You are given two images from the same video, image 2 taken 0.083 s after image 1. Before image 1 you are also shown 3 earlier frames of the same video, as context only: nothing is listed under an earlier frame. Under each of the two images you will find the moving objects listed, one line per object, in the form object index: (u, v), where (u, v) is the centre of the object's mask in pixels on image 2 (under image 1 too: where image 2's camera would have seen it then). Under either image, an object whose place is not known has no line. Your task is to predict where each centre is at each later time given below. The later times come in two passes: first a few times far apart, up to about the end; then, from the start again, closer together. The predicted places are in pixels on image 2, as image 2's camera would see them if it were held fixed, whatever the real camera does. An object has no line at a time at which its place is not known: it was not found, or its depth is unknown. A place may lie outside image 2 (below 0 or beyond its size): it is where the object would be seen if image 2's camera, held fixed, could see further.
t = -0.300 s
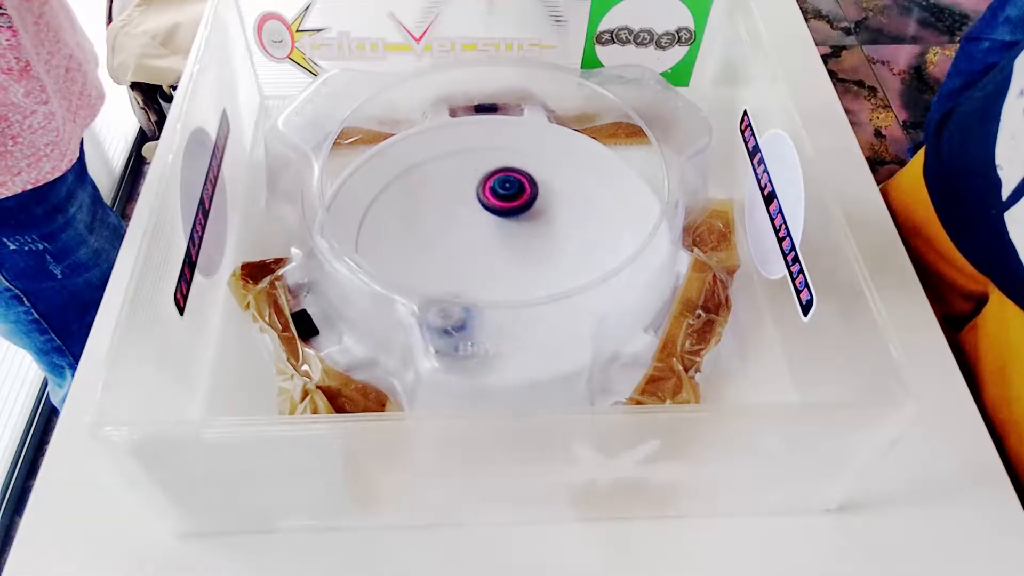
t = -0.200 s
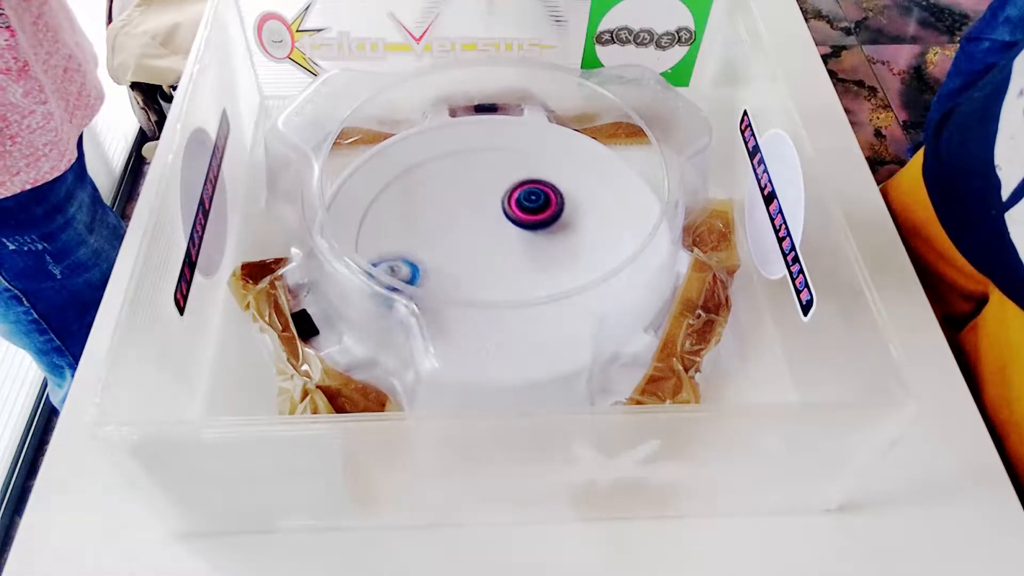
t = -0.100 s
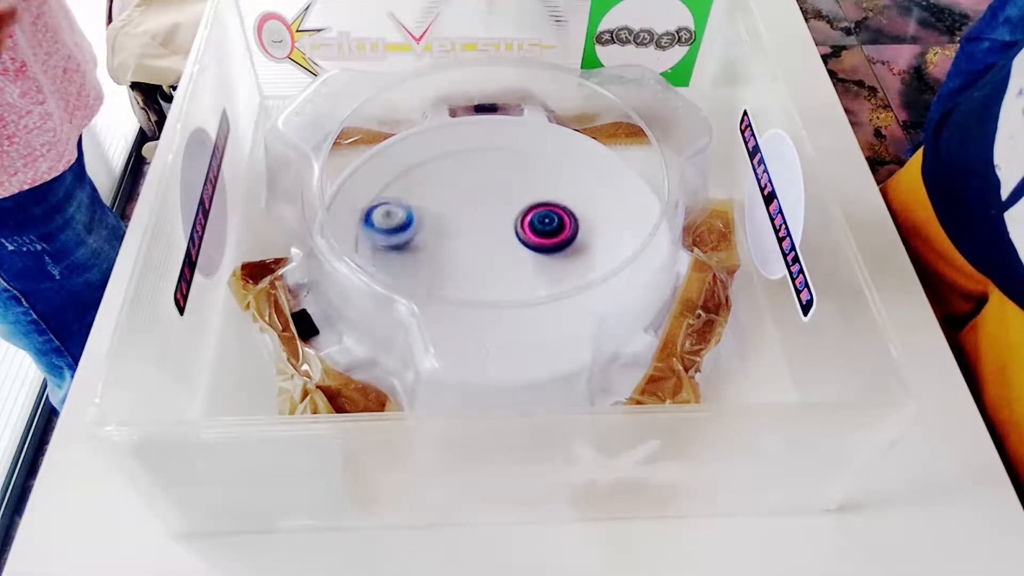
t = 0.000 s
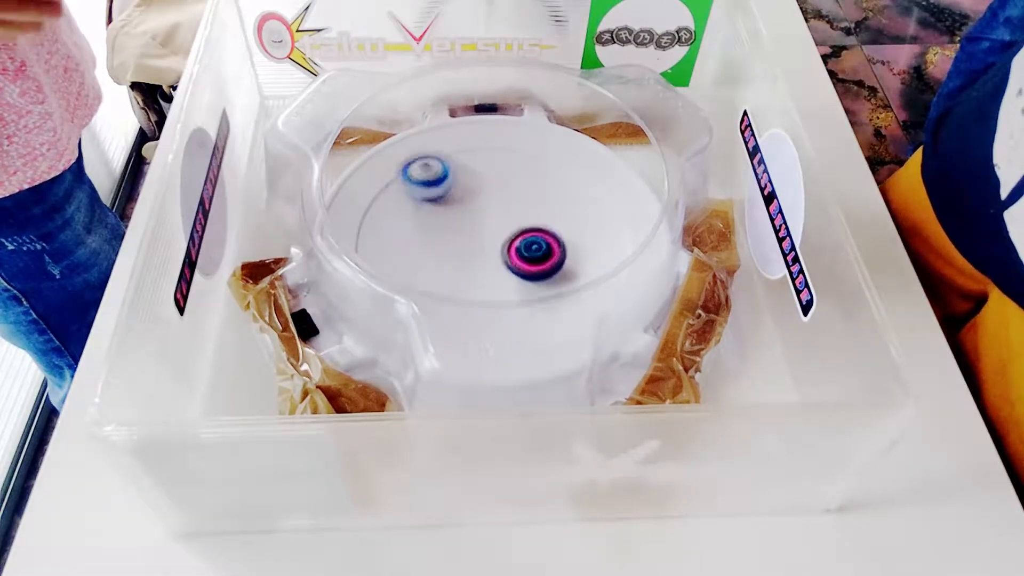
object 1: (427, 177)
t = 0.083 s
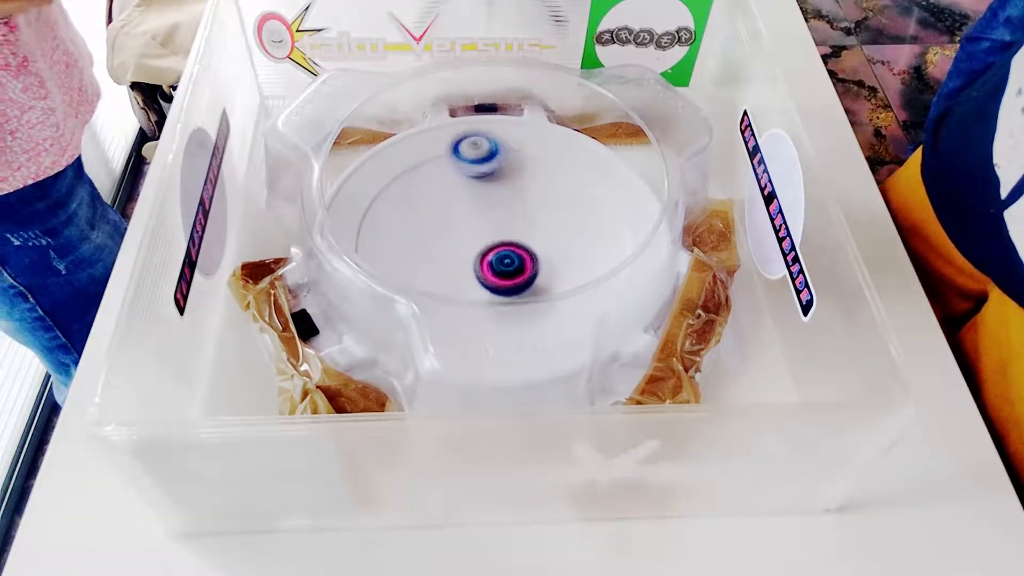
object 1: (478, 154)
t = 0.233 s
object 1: (578, 155)
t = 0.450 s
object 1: (621, 263)
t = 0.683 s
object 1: (473, 315)
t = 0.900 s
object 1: (390, 219)
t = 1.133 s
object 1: (485, 140)
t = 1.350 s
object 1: (600, 185)
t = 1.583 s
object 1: (545, 291)
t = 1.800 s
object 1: (401, 263)
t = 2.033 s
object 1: (403, 170)
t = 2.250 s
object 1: (527, 157)
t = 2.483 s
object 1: (561, 261)
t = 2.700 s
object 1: (438, 298)
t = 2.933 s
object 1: (367, 215)
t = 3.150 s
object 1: (462, 163)
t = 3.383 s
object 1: (562, 233)
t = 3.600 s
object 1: (511, 315)
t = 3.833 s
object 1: (385, 276)
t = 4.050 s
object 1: (403, 198)
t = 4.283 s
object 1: (531, 193)
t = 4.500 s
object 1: (589, 264)
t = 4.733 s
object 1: (496, 327)
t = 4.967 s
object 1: (406, 252)
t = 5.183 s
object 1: (431, 166)
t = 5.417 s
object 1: (528, 141)
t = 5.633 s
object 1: (593, 213)
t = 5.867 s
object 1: (506, 284)
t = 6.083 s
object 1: (396, 253)
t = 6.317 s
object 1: (399, 167)
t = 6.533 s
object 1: (503, 164)
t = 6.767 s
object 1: (548, 252)
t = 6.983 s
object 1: (469, 306)
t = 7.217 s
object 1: (375, 252)
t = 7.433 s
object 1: (424, 194)
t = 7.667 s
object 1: (515, 181)
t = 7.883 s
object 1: (568, 240)
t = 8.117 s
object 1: (593, 282)
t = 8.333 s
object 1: (544, 306)
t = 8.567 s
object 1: (501, 283)
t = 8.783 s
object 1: (593, 284)
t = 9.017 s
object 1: (509, 239)
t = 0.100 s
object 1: (488, 152)
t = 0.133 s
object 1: (511, 149)
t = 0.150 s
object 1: (523, 149)
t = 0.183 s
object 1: (544, 149)
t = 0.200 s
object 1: (556, 150)
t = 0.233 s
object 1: (578, 155)
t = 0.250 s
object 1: (583, 163)
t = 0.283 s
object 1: (594, 178)
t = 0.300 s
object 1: (601, 187)
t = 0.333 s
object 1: (610, 203)
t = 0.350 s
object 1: (616, 212)
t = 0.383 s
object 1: (621, 229)
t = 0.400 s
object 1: (623, 237)
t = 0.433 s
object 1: (624, 254)
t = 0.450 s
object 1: (621, 263)
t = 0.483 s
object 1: (611, 277)
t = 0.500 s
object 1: (604, 284)
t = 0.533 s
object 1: (587, 299)
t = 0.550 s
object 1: (579, 309)
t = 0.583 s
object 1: (555, 318)
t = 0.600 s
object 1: (541, 319)
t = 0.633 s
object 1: (513, 321)
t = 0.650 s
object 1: (499, 319)
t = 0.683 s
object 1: (473, 315)
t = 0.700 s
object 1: (460, 312)
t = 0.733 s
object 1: (440, 304)
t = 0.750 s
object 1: (429, 295)
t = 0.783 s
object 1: (413, 273)
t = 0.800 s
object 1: (407, 266)
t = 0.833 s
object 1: (396, 255)
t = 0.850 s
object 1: (392, 247)
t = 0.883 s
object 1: (389, 229)
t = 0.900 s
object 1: (390, 219)
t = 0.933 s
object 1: (394, 201)
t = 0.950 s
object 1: (397, 193)
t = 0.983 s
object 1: (407, 177)
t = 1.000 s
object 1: (413, 171)
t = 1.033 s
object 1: (427, 157)
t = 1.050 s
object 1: (435, 151)
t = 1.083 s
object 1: (453, 141)
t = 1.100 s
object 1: (463, 139)
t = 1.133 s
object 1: (485, 140)
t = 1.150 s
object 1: (496, 140)
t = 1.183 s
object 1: (516, 142)
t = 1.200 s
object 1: (527, 143)
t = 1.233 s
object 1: (547, 146)
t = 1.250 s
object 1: (557, 148)
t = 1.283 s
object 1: (575, 158)
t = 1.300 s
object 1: (583, 163)
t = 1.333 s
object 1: (595, 177)
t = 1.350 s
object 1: (600, 185)
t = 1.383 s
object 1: (607, 202)
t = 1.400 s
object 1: (609, 211)
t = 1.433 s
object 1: (609, 228)
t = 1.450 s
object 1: (607, 237)
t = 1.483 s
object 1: (600, 256)
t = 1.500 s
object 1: (593, 262)
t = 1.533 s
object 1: (577, 275)
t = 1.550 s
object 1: (567, 281)
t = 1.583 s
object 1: (545, 291)
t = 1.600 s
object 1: (534, 298)
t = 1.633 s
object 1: (509, 298)
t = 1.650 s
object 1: (497, 299)
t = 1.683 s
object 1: (472, 299)
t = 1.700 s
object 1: (460, 301)
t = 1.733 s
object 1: (437, 292)
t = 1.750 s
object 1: (427, 284)
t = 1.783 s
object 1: (410, 269)
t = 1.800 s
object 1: (401, 263)
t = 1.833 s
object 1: (388, 253)
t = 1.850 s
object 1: (382, 246)
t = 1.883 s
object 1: (373, 232)
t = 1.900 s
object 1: (372, 224)
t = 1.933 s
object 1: (372, 207)
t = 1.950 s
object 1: (372, 199)
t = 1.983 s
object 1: (377, 182)
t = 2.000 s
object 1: (384, 178)
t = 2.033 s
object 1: (403, 170)
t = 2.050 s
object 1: (412, 166)
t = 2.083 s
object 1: (429, 160)
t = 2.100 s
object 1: (438, 156)
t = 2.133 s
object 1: (457, 150)
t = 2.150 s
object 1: (467, 149)
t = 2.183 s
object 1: (487, 148)
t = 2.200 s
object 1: (497, 149)
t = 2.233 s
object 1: (517, 153)
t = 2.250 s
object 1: (527, 157)
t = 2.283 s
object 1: (543, 167)
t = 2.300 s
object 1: (549, 174)
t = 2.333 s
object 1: (562, 188)
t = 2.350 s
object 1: (566, 195)
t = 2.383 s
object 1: (571, 211)
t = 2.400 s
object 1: (571, 219)
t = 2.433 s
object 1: (570, 236)
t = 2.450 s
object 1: (568, 244)
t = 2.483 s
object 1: (561, 261)
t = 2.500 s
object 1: (555, 269)
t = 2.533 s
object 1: (541, 280)
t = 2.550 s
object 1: (532, 284)
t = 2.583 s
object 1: (512, 294)
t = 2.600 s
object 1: (505, 301)
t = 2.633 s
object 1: (482, 302)
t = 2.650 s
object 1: (469, 301)
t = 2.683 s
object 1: (449, 302)
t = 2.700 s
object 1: (438, 298)
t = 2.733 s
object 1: (419, 287)
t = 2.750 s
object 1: (410, 282)
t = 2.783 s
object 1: (393, 272)
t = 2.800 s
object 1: (386, 266)
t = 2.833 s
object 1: (374, 254)
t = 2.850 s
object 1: (369, 247)
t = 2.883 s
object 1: (363, 233)
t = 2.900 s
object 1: (362, 228)
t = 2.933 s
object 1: (367, 215)
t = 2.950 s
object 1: (371, 208)
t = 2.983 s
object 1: (379, 195)
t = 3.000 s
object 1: (385, 188)
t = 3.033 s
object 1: (399, 178)
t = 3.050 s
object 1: (406, 174)
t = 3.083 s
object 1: (422, 167)
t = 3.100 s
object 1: (430, 165)
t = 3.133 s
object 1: (451, 164)
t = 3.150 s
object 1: (462, 163)
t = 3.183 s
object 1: (481, 166)
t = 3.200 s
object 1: (490, 169)
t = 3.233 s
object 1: (508, 176)
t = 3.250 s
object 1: (517, 180)
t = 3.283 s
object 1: (534, 191)
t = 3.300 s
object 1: (540, 197)
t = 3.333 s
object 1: (551, 211)
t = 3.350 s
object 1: (555, 218)
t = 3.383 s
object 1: (562, 233)
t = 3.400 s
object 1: (563, 241)
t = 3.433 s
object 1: (564, 257)
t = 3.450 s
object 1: (563, 263)
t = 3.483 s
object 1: (557, 273)
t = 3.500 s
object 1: (550, 277)
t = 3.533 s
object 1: (540, 291)
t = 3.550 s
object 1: (534, 301)
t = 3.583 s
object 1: (520, 312)
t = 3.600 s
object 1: (511, 315)
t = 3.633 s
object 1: (488, 313)
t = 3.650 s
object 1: (477, 317)
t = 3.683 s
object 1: (456, 314)
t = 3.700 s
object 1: (445, 317)
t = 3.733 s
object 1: (432, 315)
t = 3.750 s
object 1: (418, 306)
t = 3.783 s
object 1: (402, 297)
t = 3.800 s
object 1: (397, 293)
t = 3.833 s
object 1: (385, 276)
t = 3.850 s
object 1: (381, 268)
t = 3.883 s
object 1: (373, 257)
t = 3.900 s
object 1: (372, 251)
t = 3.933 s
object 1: (371, 239)
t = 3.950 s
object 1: (371, 234)
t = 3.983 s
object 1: (377, 221)
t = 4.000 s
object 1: (382, 214)
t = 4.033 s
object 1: (395, 203)
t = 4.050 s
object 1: (403, 198)
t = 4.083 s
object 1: (419, 189)
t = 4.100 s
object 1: (427, 187)
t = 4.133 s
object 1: (446, 183)
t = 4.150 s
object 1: (456, 182)
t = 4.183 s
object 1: (475, 181)
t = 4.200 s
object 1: (485, 182)
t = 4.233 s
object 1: (504, 186)
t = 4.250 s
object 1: (513, 188)
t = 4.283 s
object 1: (531, 193)
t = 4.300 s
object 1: (539, 196)
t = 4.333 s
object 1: (556, 205)
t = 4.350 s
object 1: (562, 211)
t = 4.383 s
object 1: (574, 221)
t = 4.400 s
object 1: (578, 227)
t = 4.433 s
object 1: (586, 239)
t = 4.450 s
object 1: (589, 246)
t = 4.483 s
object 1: (590, 259)
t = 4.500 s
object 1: (589, 264)
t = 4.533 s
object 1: (588, 279)
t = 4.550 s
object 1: (582, 285)
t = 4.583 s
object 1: (570, 297)
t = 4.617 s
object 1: (558, 309)
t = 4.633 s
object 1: (550, 313)
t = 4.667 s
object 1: (533, 319)
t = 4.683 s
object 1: (524, 324)
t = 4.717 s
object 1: (507, 327)
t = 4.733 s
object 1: (496, 327)
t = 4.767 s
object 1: (476, 325)
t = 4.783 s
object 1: (468, 324)
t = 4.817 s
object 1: (446, 314)
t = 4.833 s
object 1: (436, 304)
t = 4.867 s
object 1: (423, 290)
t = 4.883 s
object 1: (417, 284)
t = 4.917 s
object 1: (410, 267)
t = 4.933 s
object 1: (410, 263)
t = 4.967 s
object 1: (406, 252)
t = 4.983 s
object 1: (407, 245)
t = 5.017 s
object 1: (410, 232)
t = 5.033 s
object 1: (414, 224)
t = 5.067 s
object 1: (423, 213)
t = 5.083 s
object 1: (426, 206)
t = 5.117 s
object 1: (424, 191)
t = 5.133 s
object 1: (425, 183)
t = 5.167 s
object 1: (428, 171)
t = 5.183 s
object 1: (431, 166)
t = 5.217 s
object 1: (440, 157)
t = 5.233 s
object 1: (445, 154)
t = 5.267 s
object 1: (458, 147)
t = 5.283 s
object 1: (464, 145)
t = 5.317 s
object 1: (479, 141)
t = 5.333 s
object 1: (488, 140)
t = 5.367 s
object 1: (503, 138)
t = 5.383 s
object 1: (512, 138)
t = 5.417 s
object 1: (528, 141)
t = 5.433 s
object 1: (536, 143)
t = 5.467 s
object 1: (551, 150)
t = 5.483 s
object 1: (560, 152)
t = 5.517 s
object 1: (574, 164)
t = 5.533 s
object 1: (579, 170)
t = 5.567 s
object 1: (588, 182)
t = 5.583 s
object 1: (590, 190)
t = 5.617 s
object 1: (593, 205)
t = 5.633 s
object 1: (593, 213)
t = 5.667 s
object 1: (591, 228)
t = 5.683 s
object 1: (588, 236)
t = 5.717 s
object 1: (580, 250)
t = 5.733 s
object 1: (575, 257)
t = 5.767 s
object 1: (565, 269)
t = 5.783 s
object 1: (556, 273)
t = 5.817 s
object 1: (534, 280)
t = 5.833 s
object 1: (525, 282)
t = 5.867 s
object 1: (506, 284)
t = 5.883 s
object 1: (496, 286)
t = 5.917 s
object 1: (477, 286)
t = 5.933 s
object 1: (466, 284)
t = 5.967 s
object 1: (448, 281)
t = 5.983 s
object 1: (441, 277)
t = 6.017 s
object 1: (424, 270)
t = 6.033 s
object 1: (417, 266)
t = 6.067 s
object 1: (402, 257)
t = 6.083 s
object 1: (396, 253)
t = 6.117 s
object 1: (387, 241)
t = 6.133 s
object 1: (383, 235)
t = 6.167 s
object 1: (379, 221)
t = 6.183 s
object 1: (378, 214)
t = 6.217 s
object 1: (378, 200)
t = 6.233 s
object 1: (379, 194)
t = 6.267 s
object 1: (385, 182)
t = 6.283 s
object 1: (389, 177)
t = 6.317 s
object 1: (399, 167)
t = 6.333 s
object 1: (406, 163)
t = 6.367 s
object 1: (418, 155)
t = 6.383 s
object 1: (426, 153)
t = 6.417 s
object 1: (445, 150)
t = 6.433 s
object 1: (452, 150)
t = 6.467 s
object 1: (469, 152)
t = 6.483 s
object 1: (478, 154)
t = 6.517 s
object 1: (495, 160)
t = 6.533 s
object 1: (503, 164)
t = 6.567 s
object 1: (517, 173)
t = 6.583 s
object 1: (524, 179)
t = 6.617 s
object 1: (535, 190)
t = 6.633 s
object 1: (540, 197)
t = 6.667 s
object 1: (546, 210)
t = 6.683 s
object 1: (549, 218)
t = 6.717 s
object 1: (552, 230)
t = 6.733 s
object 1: (552, 239)
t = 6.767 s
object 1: (548, 252)
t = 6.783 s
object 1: (546, 259)
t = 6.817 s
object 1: (538, 271)
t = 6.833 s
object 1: (536, 276)
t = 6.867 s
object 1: (525, 285)
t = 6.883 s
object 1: (516, 286)
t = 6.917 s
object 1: (503, 295)
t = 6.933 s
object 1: (495, 302)
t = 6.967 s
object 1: (477, 306)
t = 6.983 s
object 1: (469, 306)
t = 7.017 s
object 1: (451, 307)
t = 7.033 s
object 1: (442, 305)
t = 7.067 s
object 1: (427, 299)
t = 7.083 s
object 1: (419, 294)
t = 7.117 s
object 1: (402, 284)
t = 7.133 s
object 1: (398, 282)
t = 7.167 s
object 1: (387, 269)
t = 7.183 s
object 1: (381, 263)
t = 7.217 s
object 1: (375, 252)
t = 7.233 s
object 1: (375, 246)
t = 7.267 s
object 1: (373, 238)
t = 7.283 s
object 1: (374, 233)
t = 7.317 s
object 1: (379, 222)
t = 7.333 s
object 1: (383, 216)
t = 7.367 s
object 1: (395, 207)
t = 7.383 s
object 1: (402, 204)
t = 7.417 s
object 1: (416, 197)
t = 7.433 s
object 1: (424, 194)
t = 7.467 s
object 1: (439, 190)
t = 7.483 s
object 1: (442, 185)
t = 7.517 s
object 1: (452, 177)
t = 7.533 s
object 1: (458, 175)
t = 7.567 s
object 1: (470, 173)
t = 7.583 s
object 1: (478, 173)
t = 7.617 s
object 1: (493, 175)
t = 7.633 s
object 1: (500, 176)
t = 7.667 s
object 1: (515, 181)
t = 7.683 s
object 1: (522, 183)
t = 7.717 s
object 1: (535, 189)
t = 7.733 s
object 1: (540, 193)
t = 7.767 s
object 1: (549, 203)
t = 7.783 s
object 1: (553, 206)
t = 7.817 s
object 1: (561, 216)
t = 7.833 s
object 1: (563, 223)
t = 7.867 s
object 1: (567, 234)
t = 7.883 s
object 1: (568, 240)
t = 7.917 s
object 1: (568, 251)
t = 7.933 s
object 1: (567, 257)
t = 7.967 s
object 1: (562, 268)
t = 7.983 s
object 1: (563, 270)
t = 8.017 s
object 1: (575, 269)
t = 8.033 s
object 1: (579, 268)
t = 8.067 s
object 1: (589, 274)
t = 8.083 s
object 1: (592, 279)
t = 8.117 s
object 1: (593, 282)
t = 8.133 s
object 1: (592, 283)
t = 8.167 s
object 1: (590, 287)
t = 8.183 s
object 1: (588, 289)
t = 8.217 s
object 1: (581, 293)
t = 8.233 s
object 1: (577, 295)
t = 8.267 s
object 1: (566, 300)
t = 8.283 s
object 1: (564, 301)
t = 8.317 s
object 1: (552, 305)
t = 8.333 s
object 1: (544, 306)
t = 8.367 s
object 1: (528, 308)
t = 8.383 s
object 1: (524, 307)
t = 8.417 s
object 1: (508, 303)
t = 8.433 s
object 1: (500, 301)
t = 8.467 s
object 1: (491, 294)
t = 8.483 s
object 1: (485, 290)
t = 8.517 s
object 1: (476, 281)
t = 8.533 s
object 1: (474, 277)
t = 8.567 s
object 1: (501, 283)
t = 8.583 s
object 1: (518, 288)
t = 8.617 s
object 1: (548, 293)
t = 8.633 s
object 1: (559, 293)
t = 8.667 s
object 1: (581, 295)
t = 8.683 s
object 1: (588, 295)
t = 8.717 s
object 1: (597, 291)
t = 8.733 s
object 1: (599, 291)
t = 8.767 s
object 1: (595, 288)
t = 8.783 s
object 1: (593, 284)
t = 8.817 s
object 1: (583, 280)
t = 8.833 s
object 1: (575, 276)
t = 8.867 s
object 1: (565, 272)
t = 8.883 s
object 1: (559, 268)
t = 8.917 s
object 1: (544, 260)
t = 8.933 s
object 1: (536, 257)
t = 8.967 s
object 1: (525, 250)
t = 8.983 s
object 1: (520, 246)
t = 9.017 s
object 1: (509, 239)
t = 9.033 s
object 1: (505, 235)
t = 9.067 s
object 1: (495, 228)
